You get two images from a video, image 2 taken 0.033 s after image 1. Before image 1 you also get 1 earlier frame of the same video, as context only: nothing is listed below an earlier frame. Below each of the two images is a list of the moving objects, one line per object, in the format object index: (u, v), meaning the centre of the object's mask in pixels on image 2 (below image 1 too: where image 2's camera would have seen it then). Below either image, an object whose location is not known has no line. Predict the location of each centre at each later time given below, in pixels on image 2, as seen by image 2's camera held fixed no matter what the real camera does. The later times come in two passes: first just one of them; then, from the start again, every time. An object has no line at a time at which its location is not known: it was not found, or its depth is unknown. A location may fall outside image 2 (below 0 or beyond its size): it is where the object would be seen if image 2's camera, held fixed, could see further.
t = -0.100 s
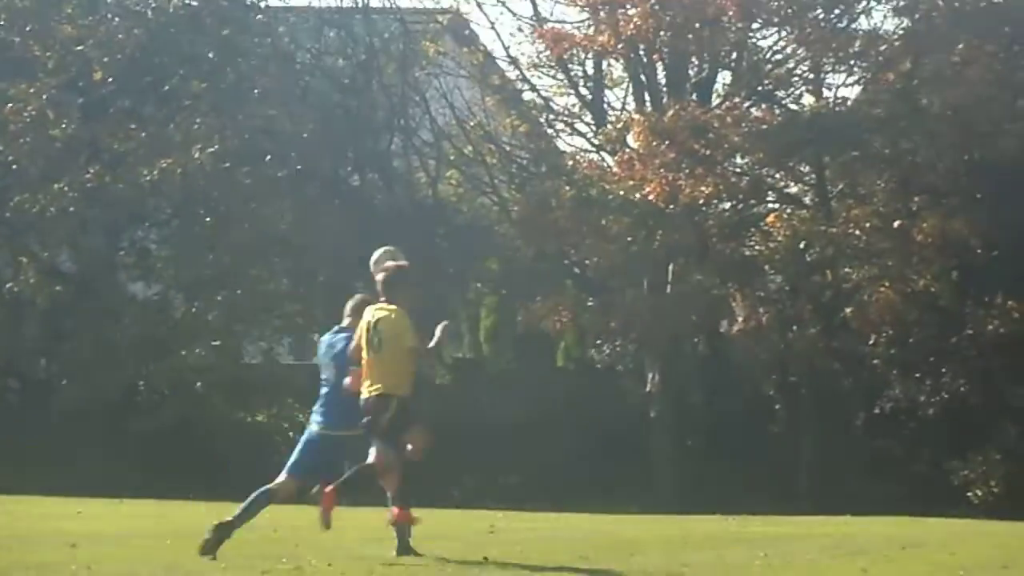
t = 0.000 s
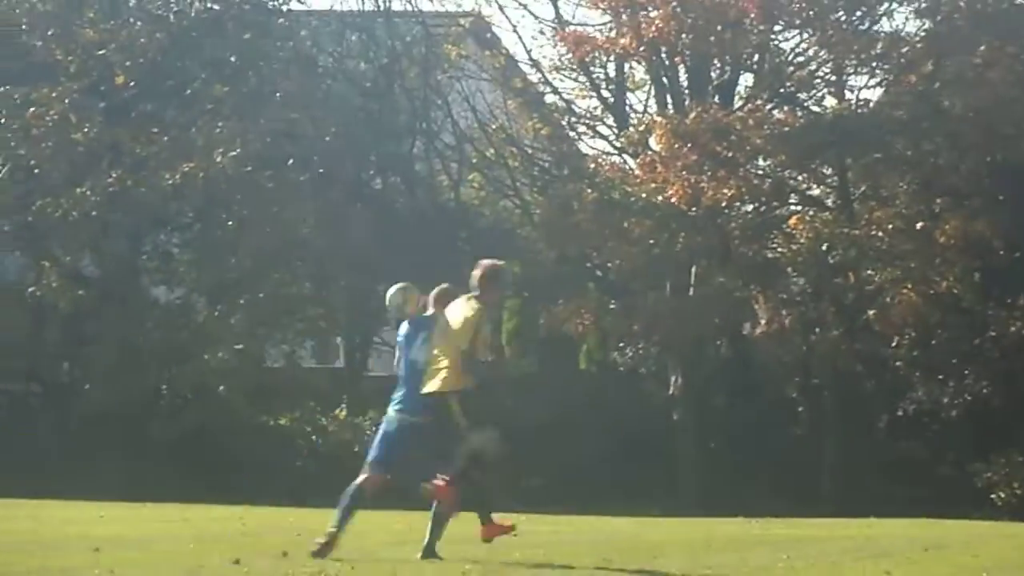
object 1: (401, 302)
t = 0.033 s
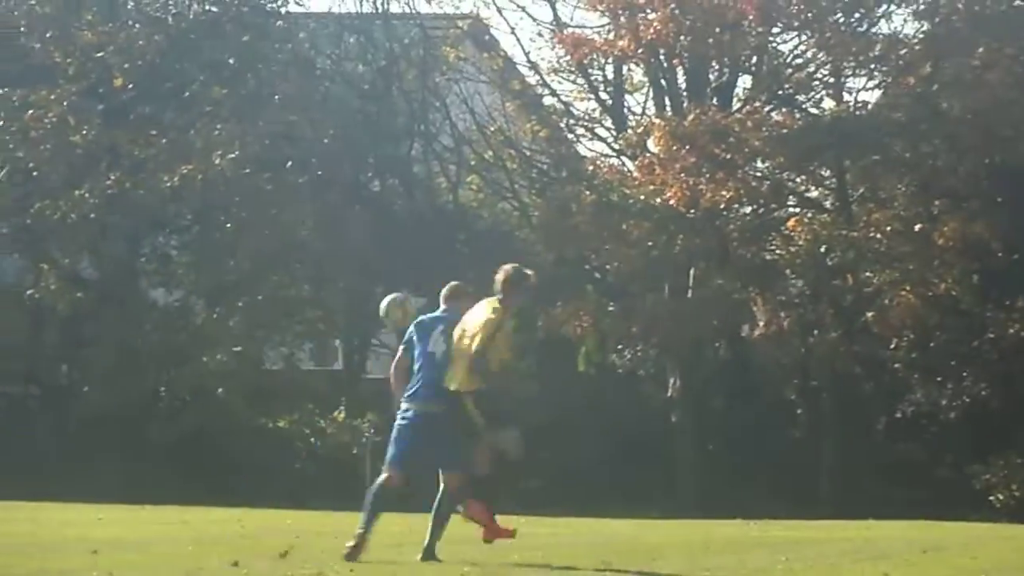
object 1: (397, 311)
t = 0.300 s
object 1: (363, 431)
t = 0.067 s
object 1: (394, 324)
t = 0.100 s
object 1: (390, 332)
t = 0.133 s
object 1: (384, 344)
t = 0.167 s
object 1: (381, 360)
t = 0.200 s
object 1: (379, 373)
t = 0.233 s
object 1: (371, 392)
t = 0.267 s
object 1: (367, 412)
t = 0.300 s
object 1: (363, 431)
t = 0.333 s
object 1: (357, 452)
